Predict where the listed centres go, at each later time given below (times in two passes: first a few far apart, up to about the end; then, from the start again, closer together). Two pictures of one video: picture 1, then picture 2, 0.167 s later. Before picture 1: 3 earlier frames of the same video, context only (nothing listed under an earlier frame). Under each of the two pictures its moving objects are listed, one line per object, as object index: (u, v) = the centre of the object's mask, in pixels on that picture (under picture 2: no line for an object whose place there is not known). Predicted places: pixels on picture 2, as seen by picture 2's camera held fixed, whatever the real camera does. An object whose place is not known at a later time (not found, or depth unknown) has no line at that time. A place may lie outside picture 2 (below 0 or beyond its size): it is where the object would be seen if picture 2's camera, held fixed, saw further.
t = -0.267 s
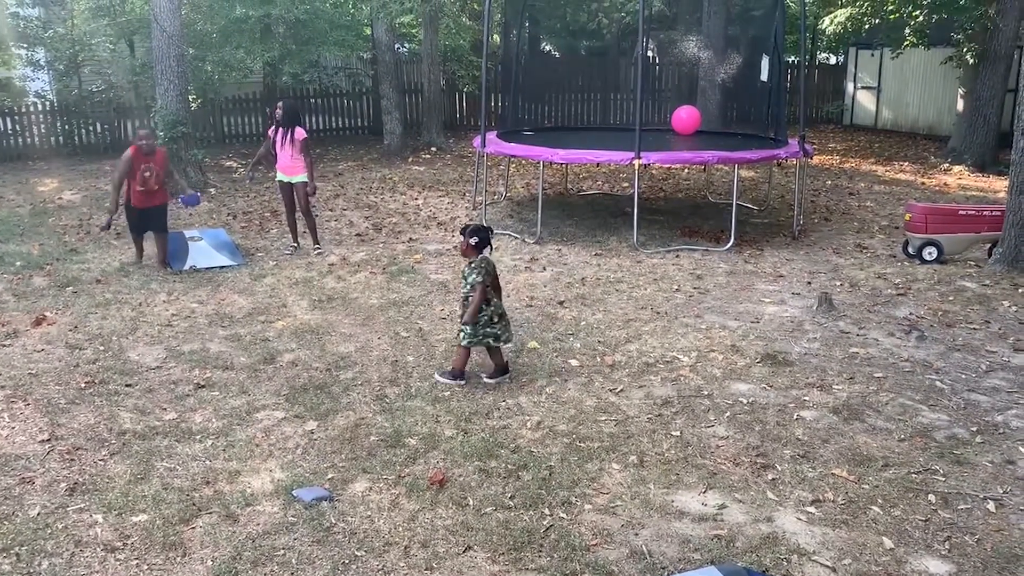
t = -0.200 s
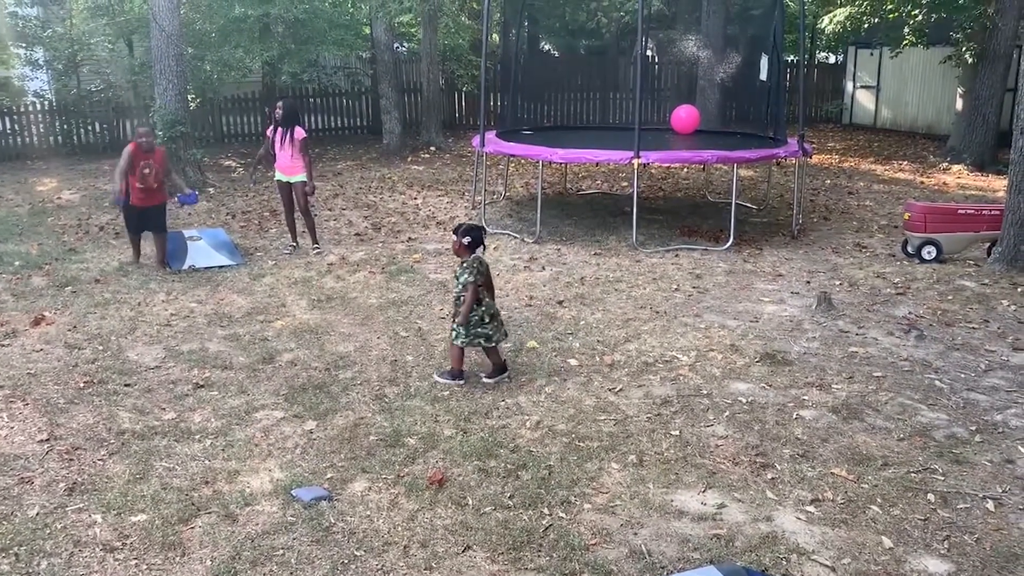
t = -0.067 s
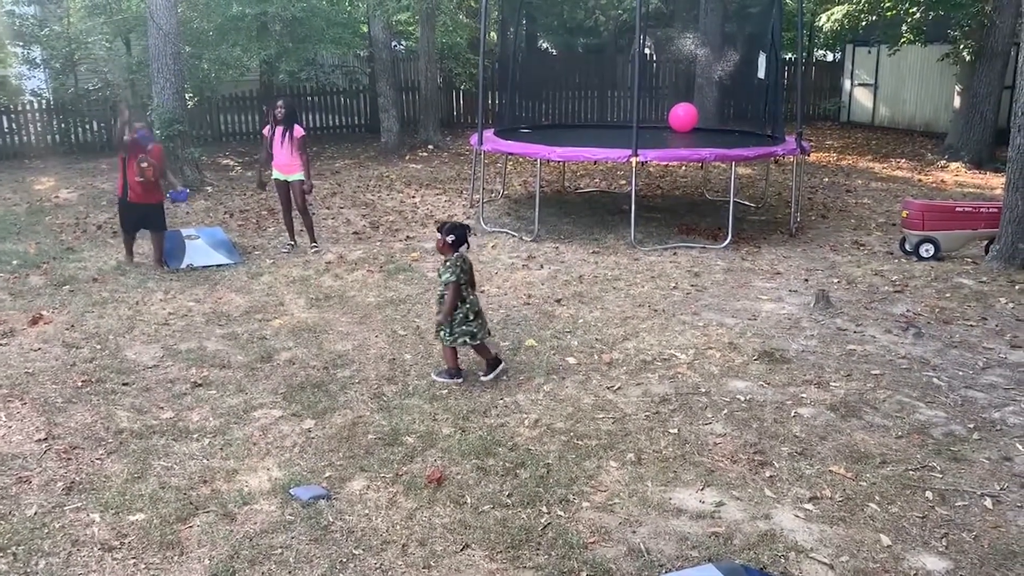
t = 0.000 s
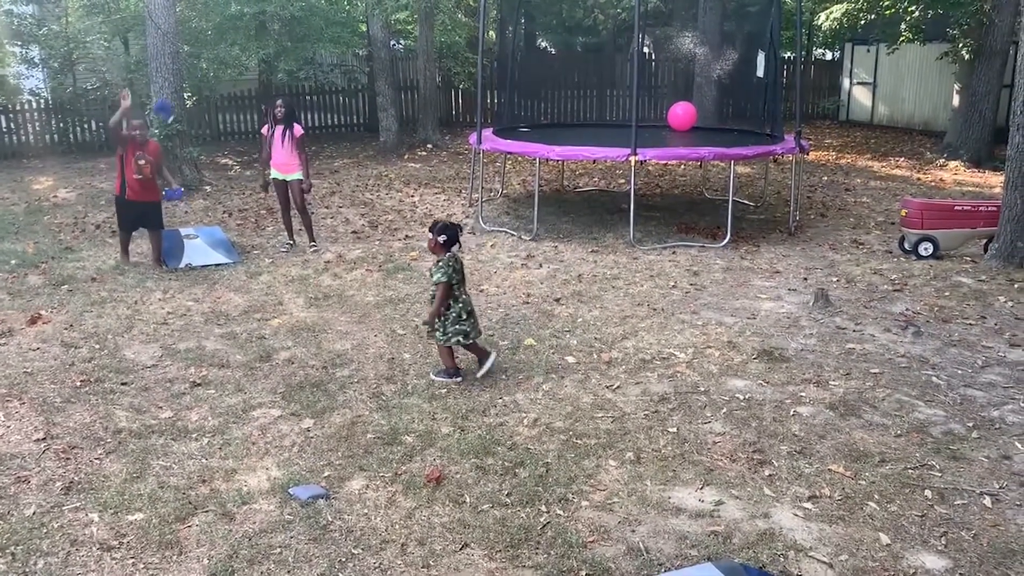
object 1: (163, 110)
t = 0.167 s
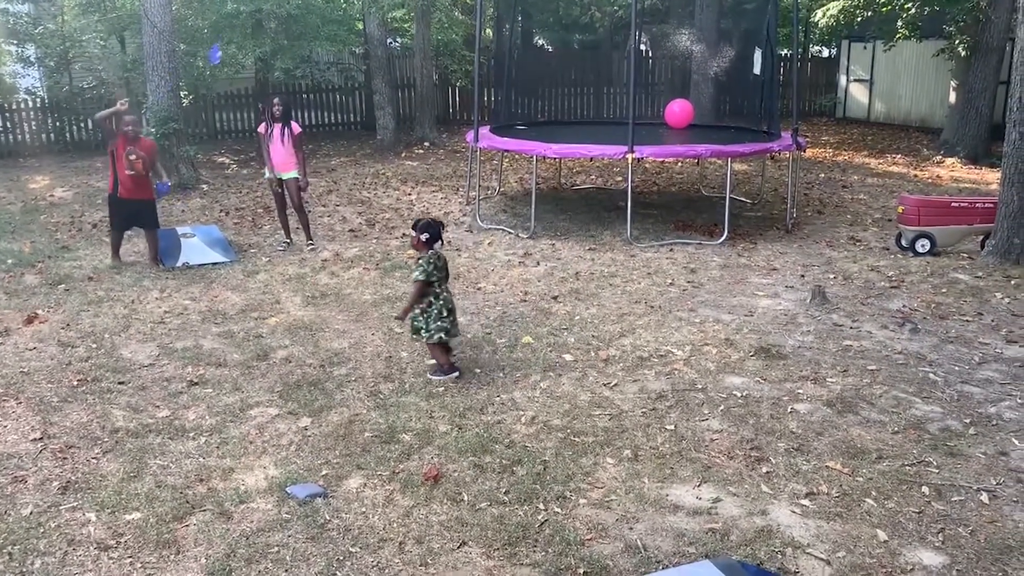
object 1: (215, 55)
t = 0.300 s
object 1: (268, 41)
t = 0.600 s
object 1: (428, 137)
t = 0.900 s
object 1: (635, 427)
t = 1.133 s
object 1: (661, 429)
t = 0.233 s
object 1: (240, 42)
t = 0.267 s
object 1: (253, 41)
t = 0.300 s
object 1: (268, 41)
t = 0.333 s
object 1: (283, 42)
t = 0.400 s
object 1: (317, 51)
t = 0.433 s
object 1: (333, 61)
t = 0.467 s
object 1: (350, 69)
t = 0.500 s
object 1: (369, 82)
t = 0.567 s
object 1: (407, 116)
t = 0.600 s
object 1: (428, 137)
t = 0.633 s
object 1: (450, 161)
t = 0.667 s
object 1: (474, 188)
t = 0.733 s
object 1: (521, 247)
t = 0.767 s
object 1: (544, 279)
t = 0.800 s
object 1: (569, 317)
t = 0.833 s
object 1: (594, 356)
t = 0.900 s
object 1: (635, 427)
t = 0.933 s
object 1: (641, 426)
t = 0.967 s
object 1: (646, 426)
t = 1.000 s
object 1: (650, 427)
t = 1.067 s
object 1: (656, 427)
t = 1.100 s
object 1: (659, 428)
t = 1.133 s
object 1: (661, 429)
